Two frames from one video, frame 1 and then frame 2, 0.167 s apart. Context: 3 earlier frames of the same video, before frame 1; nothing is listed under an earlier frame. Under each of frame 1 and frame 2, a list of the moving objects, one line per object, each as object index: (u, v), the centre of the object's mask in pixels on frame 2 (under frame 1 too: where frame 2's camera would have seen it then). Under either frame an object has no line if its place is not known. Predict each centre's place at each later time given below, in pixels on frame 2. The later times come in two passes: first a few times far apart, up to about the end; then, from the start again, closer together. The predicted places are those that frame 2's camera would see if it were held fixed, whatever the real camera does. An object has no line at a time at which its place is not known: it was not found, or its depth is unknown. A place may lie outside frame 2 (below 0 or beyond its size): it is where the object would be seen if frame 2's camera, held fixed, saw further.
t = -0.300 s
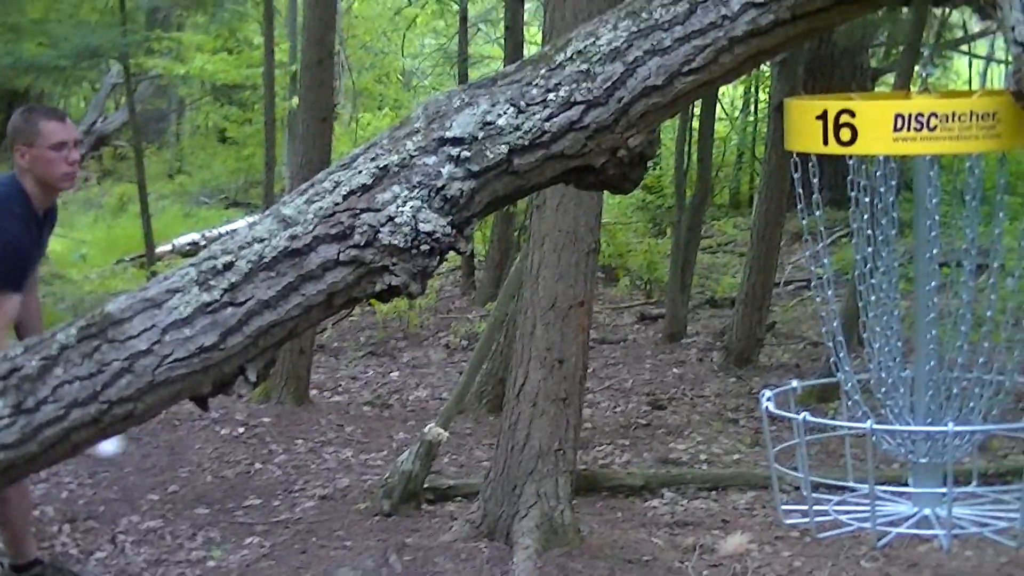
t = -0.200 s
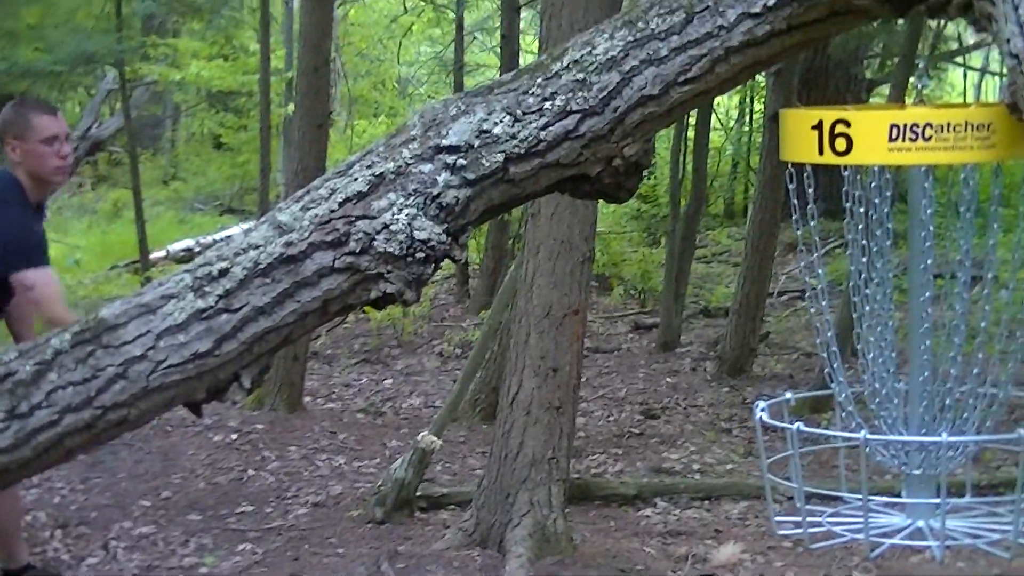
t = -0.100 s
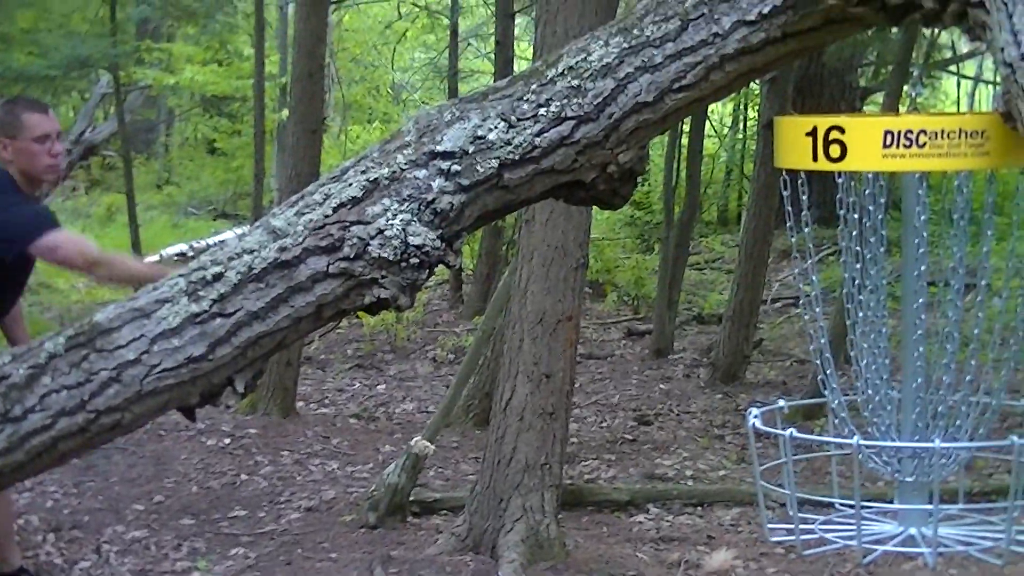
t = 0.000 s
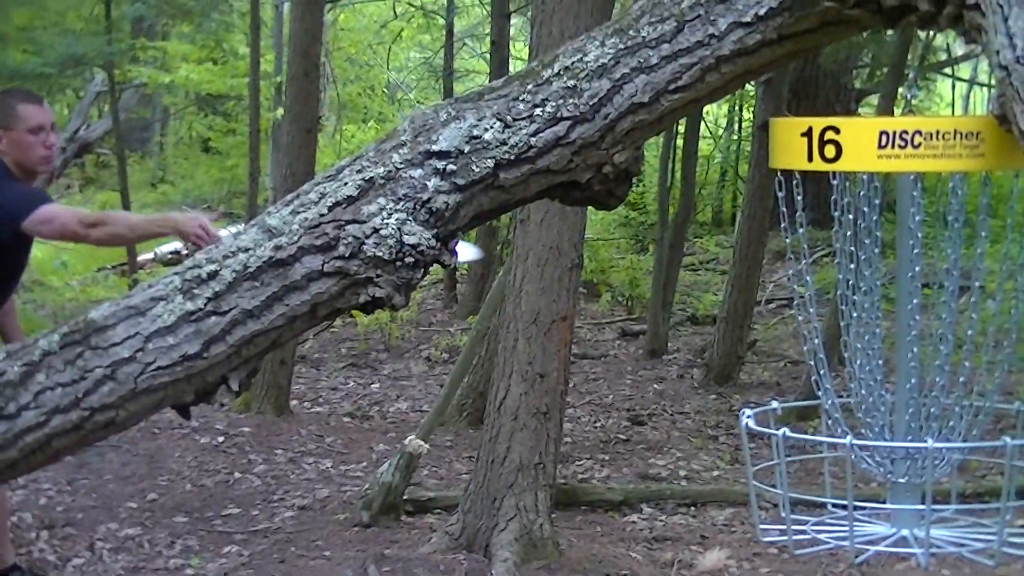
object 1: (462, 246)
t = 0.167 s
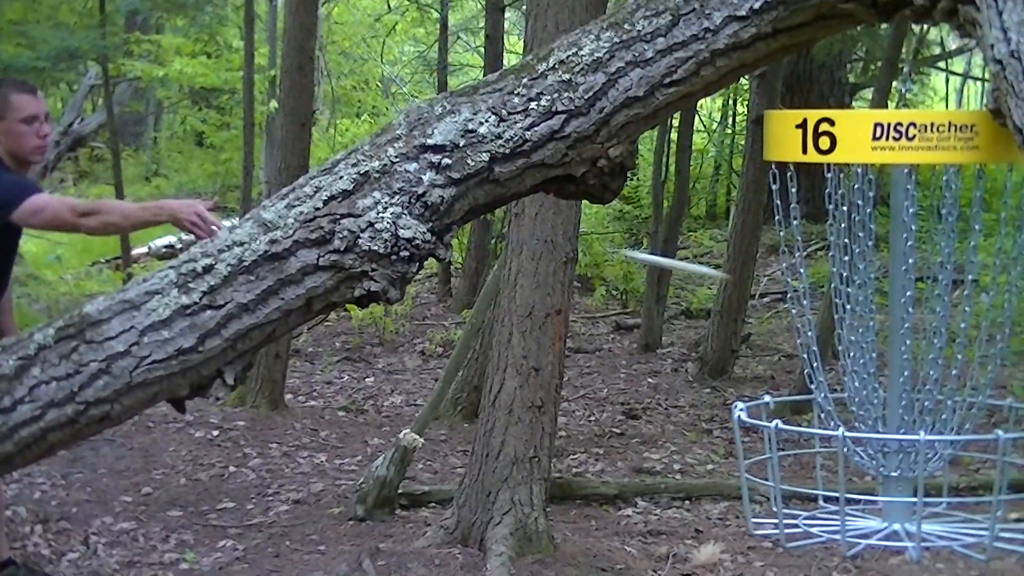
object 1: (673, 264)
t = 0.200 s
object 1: (727, 284)
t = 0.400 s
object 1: (844, 388)
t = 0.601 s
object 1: (839, 439)
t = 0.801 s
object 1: (802, 484)
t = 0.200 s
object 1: (727, 284)
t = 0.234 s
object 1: (776, 305)
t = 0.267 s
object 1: (801, 320)
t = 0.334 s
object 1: (833, 365)
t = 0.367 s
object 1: (843, 373)
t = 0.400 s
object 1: (844, 388)
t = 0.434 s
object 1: (840, 402)
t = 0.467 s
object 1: (839, 406)
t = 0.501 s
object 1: (842, 418)
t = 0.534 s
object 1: (839, 427)
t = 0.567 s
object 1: (837, 431)
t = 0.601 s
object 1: (839, 439)
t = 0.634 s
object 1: (835, 452)
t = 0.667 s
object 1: (831, 468)
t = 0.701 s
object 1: (827, 466)
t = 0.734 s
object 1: (819, 472)
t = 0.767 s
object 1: (807, 475)
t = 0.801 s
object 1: (802, 484)
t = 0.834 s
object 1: (799, 485)
